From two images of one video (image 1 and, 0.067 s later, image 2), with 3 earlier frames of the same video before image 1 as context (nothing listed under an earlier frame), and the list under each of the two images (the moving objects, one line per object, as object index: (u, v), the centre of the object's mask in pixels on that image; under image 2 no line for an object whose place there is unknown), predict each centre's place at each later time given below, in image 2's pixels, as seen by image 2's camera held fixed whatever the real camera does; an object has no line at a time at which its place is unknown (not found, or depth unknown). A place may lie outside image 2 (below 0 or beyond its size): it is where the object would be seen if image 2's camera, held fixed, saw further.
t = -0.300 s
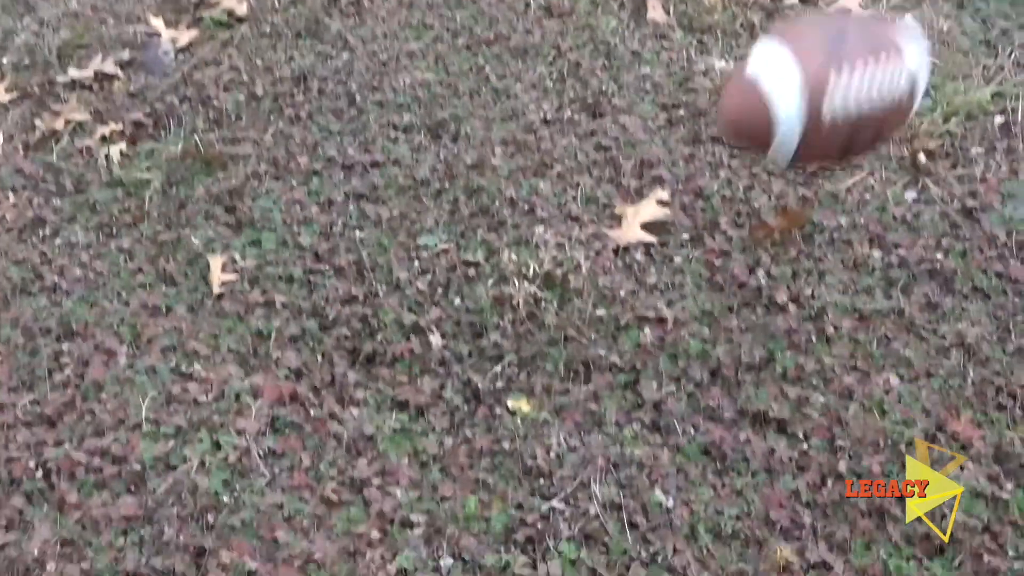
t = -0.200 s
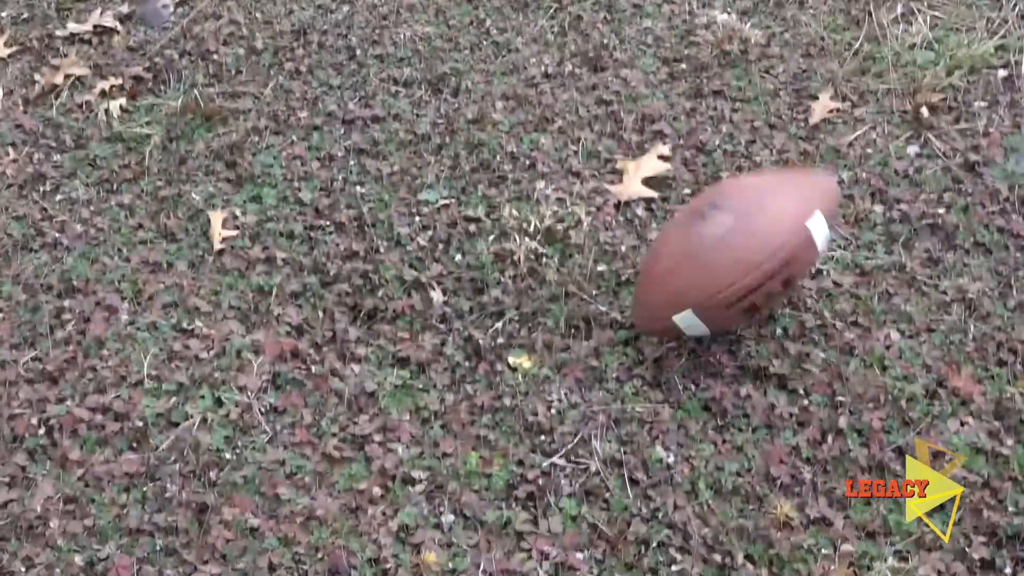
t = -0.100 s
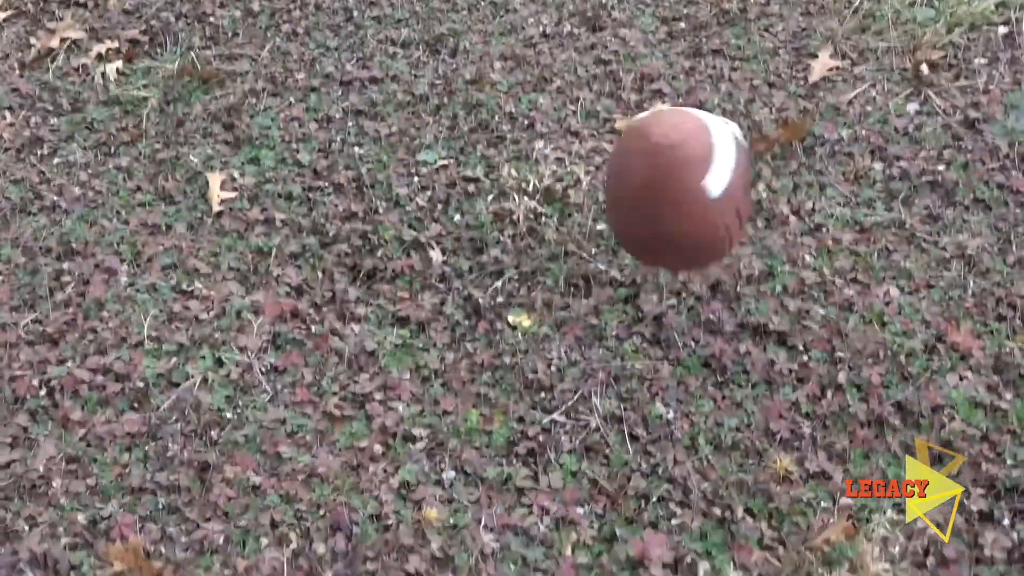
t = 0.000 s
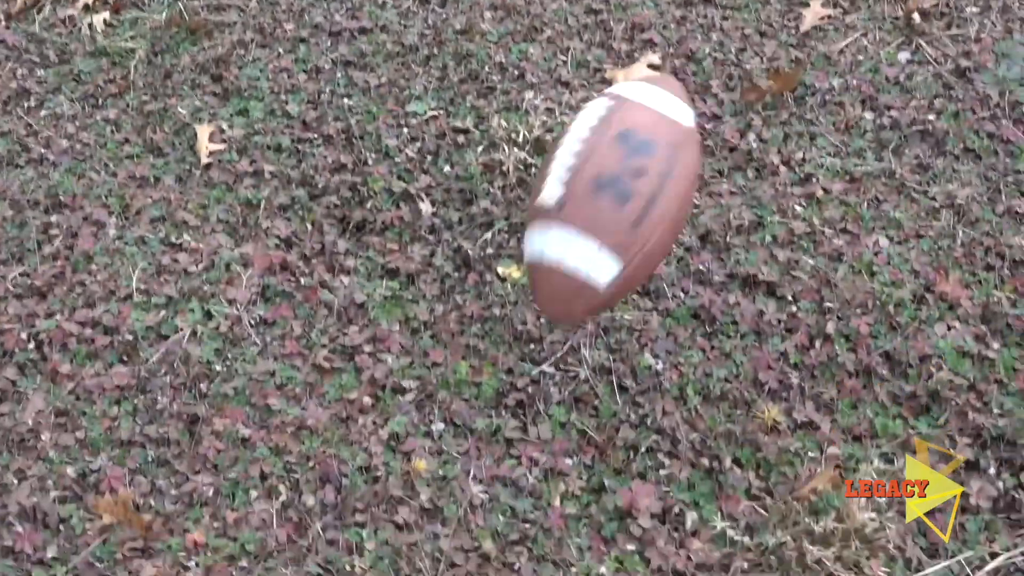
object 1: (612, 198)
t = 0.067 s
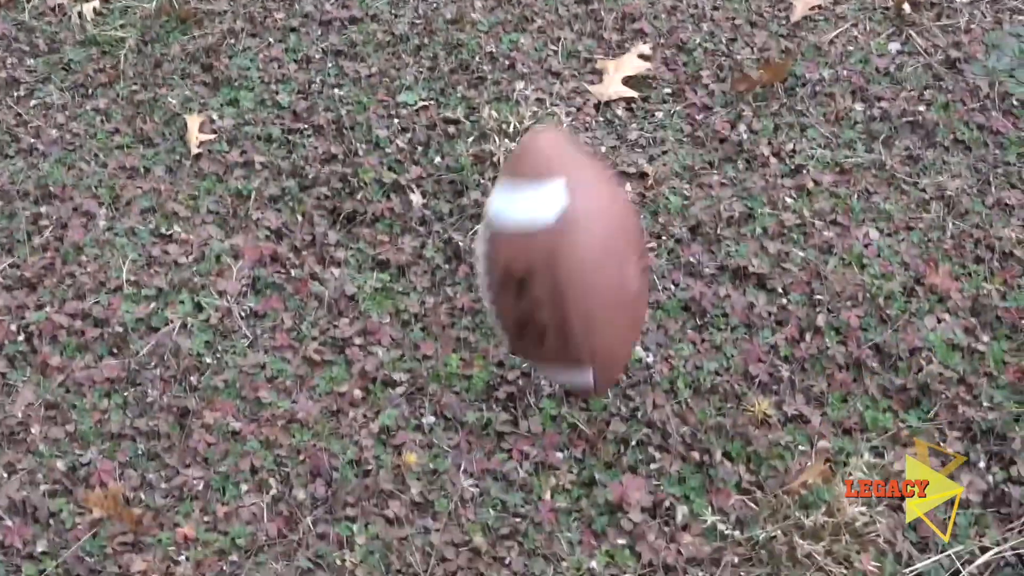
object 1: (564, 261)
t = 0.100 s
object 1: (546, 318)
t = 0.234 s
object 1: (461, 450)
